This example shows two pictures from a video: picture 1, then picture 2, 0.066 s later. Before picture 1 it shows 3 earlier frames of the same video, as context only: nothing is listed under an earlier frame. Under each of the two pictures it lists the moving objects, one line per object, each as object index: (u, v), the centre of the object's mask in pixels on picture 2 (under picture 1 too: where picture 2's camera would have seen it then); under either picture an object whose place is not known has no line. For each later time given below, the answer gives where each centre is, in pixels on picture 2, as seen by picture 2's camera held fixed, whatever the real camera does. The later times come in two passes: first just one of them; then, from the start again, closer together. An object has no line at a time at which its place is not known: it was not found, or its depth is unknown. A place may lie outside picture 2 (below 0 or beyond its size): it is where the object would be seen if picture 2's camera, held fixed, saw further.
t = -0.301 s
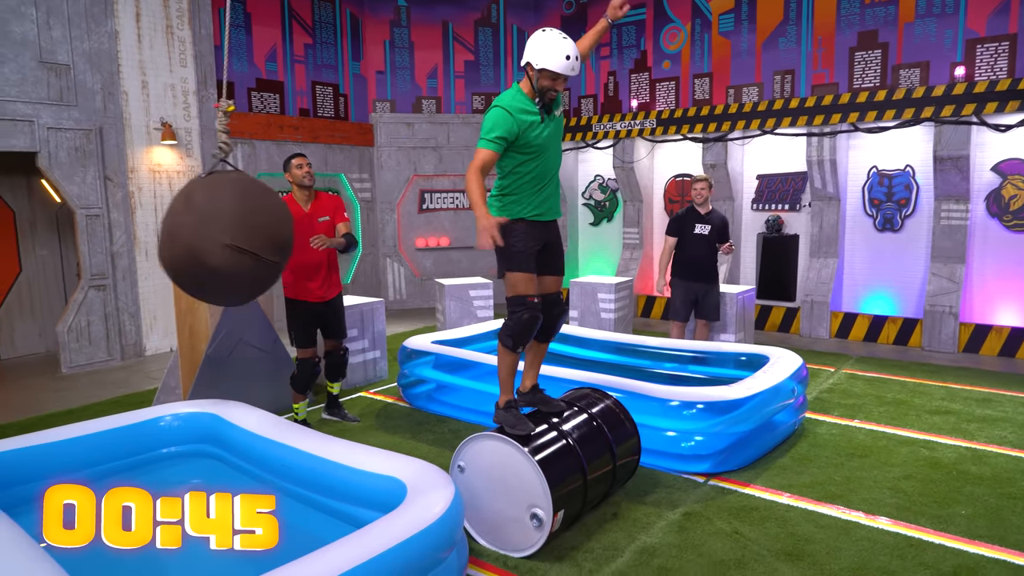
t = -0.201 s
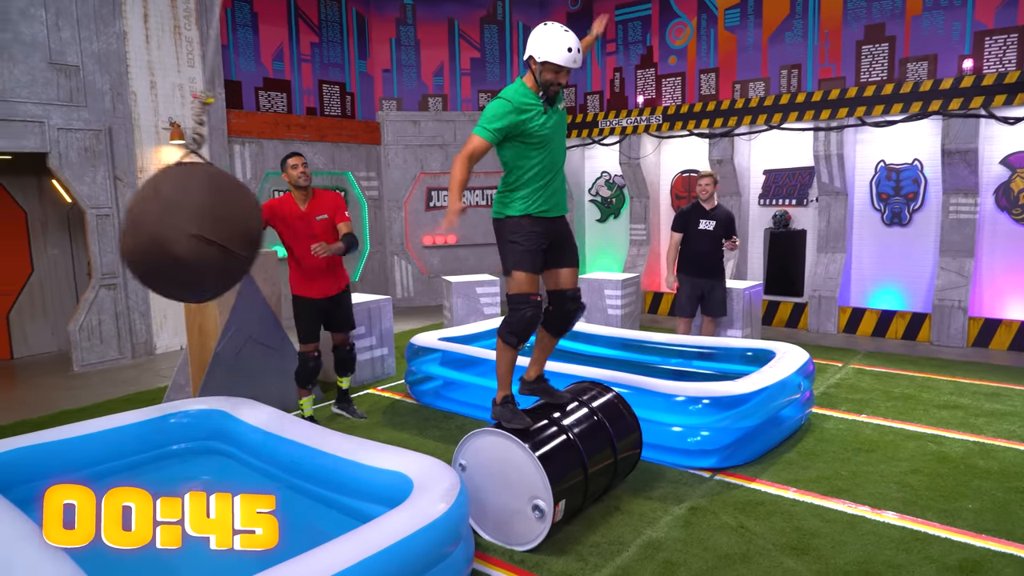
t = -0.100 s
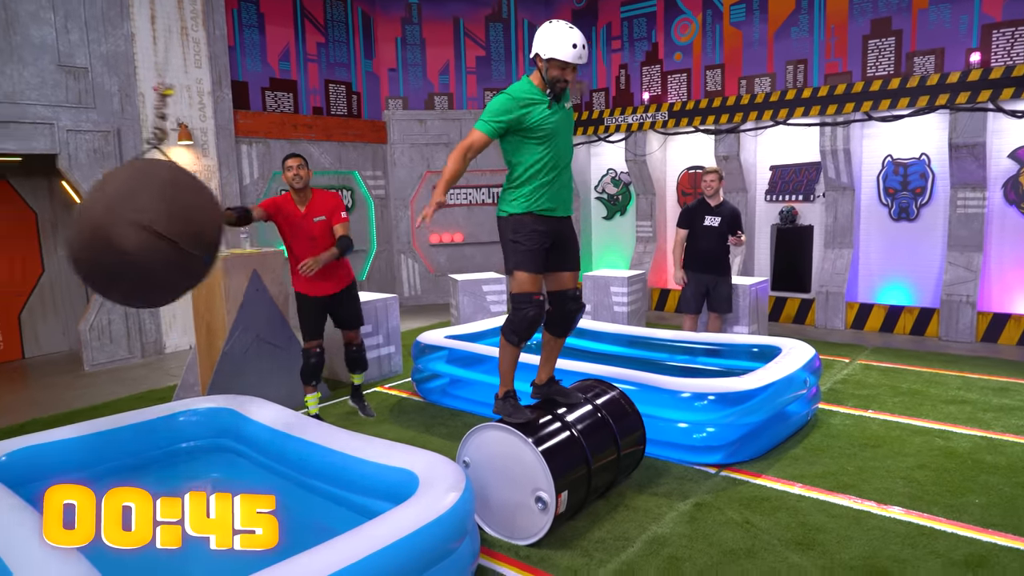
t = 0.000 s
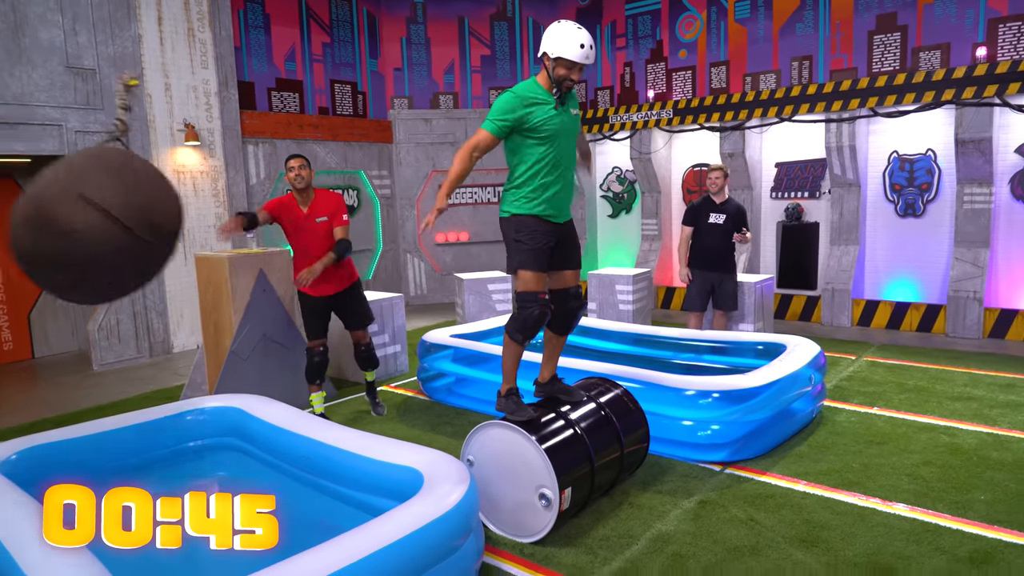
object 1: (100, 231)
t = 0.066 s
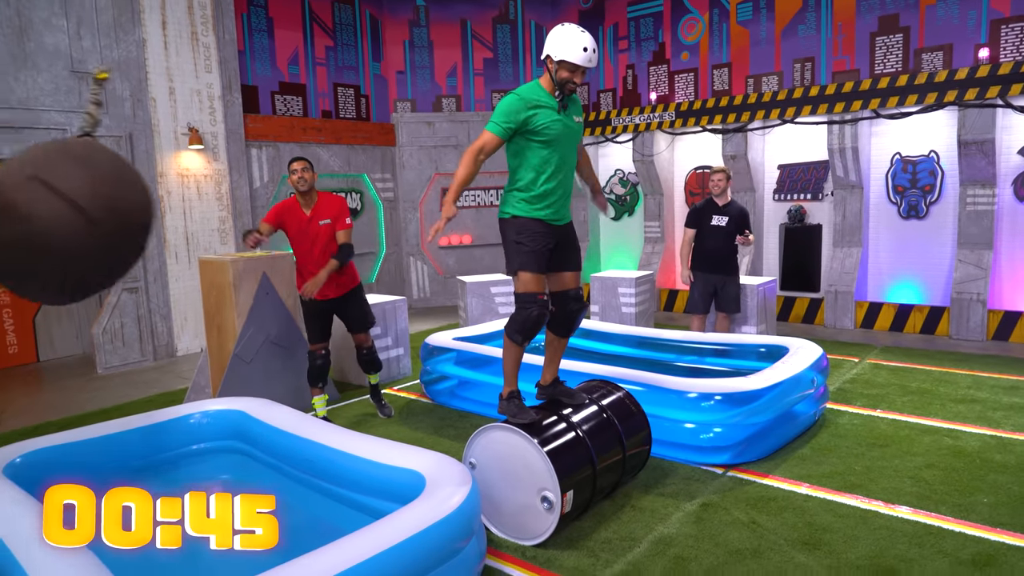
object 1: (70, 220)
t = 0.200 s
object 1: (29, 200)
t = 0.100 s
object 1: (58, 216)
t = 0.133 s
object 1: (47, 211)
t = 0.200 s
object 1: (29, 200)
